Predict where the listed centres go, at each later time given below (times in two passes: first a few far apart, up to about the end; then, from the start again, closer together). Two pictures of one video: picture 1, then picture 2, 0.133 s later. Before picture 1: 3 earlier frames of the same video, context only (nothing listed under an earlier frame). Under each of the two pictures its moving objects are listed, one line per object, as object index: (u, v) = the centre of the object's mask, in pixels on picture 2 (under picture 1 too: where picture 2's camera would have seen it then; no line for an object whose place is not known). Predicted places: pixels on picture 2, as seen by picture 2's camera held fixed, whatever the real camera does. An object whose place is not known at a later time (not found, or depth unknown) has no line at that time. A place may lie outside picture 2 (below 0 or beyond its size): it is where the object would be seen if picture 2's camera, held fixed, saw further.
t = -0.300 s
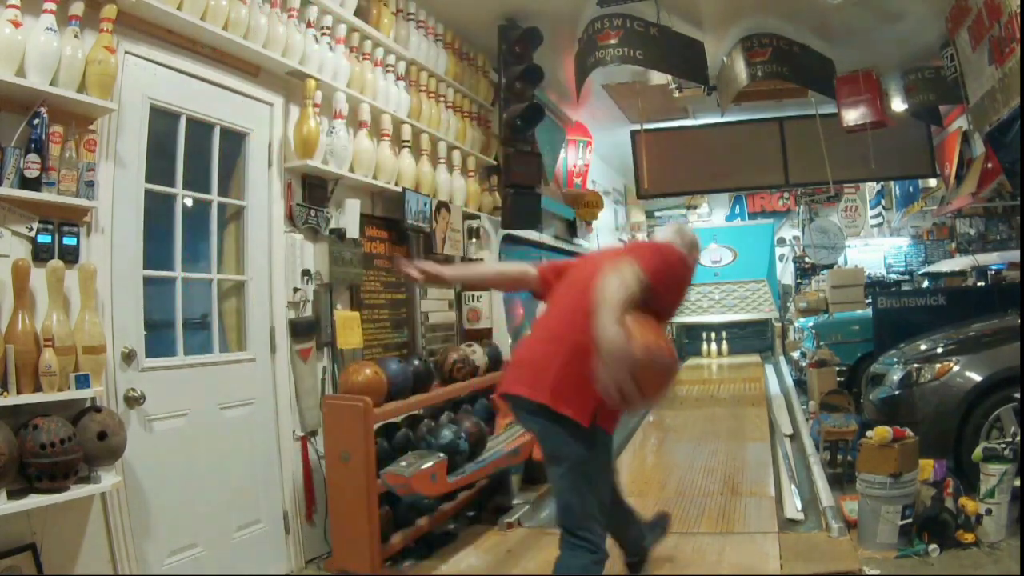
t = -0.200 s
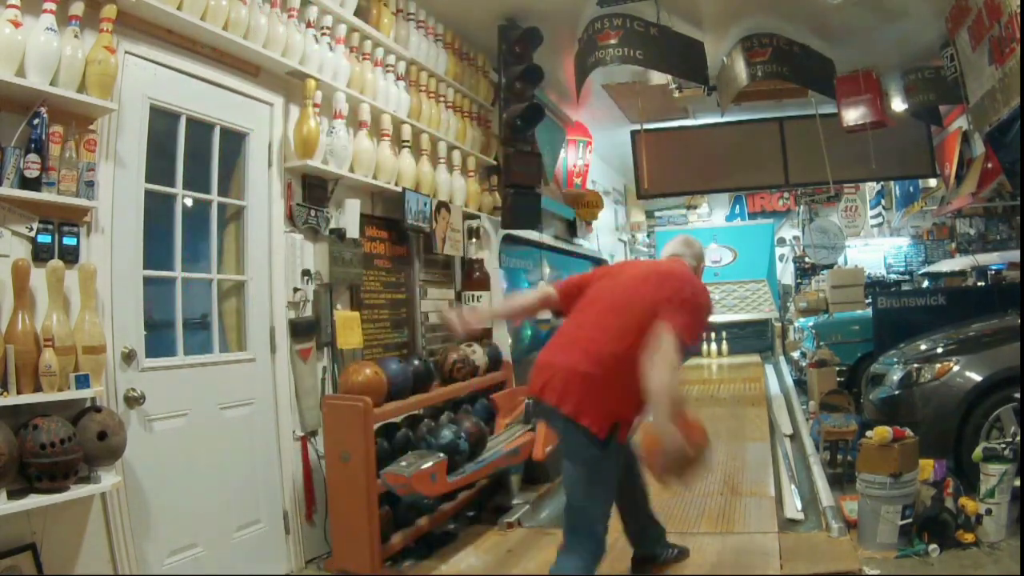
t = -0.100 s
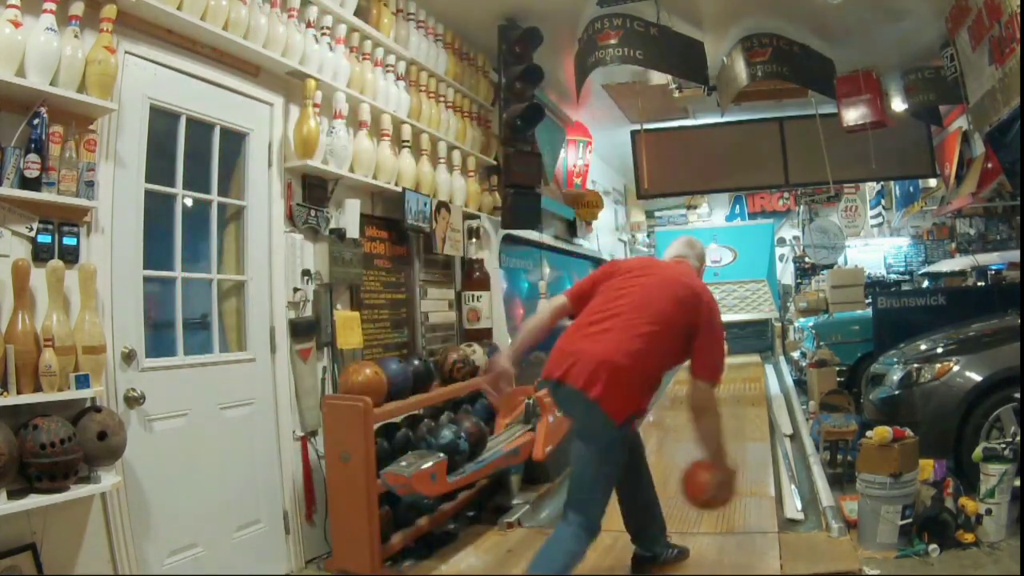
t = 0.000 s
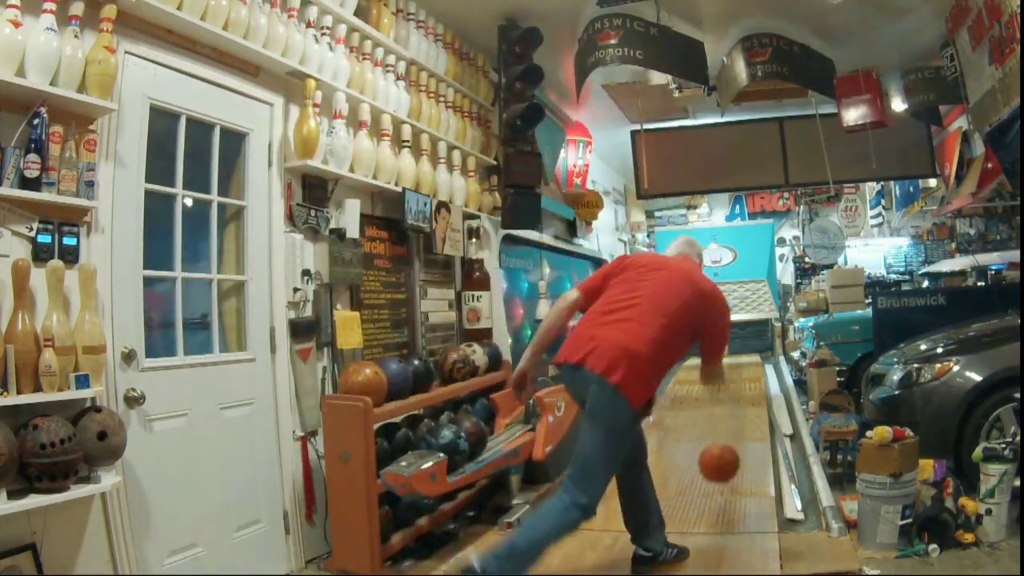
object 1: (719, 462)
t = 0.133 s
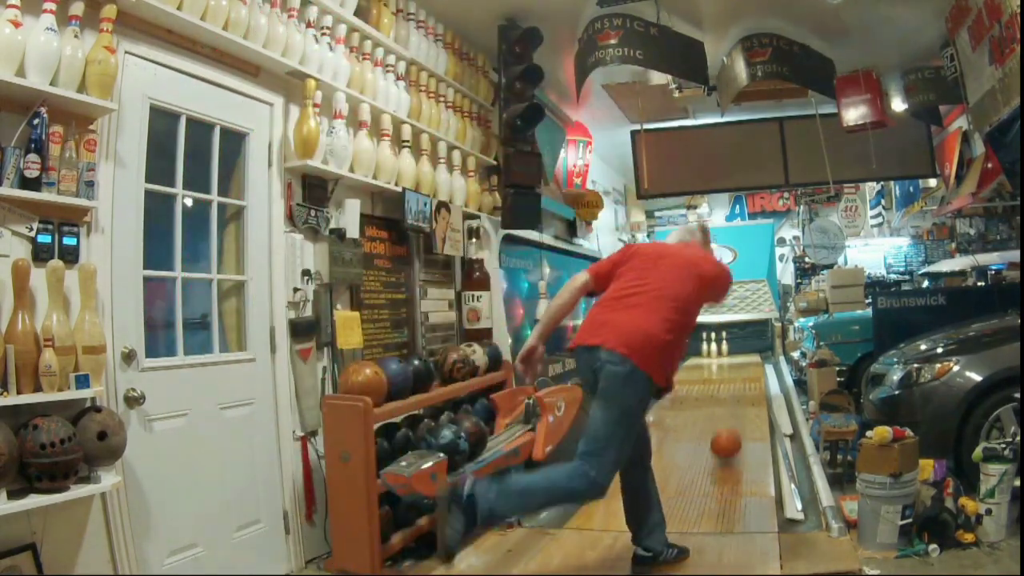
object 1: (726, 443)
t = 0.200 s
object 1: (727, 426)
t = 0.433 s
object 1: (725, 388)
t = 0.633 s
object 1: (721, 366)
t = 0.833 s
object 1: (715, 353)
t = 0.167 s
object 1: (726, 433)
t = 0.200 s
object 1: (727, 426)
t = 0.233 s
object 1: (727, 421)
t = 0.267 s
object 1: (727, 414)
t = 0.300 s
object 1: (727, 408)
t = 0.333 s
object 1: (727, 402)
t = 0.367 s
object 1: (726, 397)
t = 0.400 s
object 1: (726, 393)
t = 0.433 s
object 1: (725, 388)
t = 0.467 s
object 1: (725, 384)
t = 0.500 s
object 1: (724, 381)
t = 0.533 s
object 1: (724, 377)
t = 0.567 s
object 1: (723, 374)
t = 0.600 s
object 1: (722, 369)
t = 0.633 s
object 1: (721, 366)
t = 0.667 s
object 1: (721, 364)
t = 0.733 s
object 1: (719, 359)
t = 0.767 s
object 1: (717, 358)
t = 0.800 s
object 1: (717, 357)
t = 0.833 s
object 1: (715, 353)
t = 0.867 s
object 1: (715, 352)
